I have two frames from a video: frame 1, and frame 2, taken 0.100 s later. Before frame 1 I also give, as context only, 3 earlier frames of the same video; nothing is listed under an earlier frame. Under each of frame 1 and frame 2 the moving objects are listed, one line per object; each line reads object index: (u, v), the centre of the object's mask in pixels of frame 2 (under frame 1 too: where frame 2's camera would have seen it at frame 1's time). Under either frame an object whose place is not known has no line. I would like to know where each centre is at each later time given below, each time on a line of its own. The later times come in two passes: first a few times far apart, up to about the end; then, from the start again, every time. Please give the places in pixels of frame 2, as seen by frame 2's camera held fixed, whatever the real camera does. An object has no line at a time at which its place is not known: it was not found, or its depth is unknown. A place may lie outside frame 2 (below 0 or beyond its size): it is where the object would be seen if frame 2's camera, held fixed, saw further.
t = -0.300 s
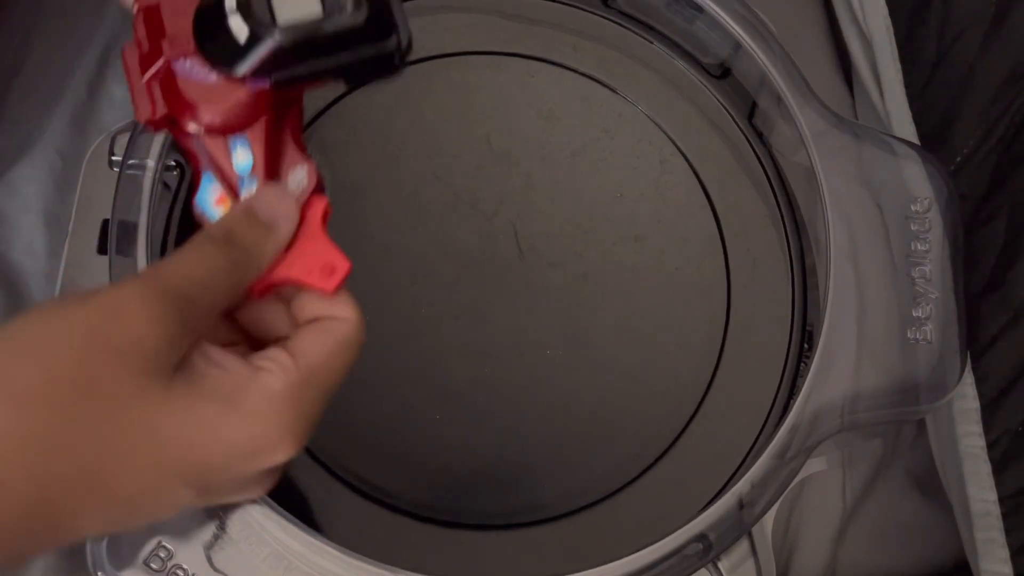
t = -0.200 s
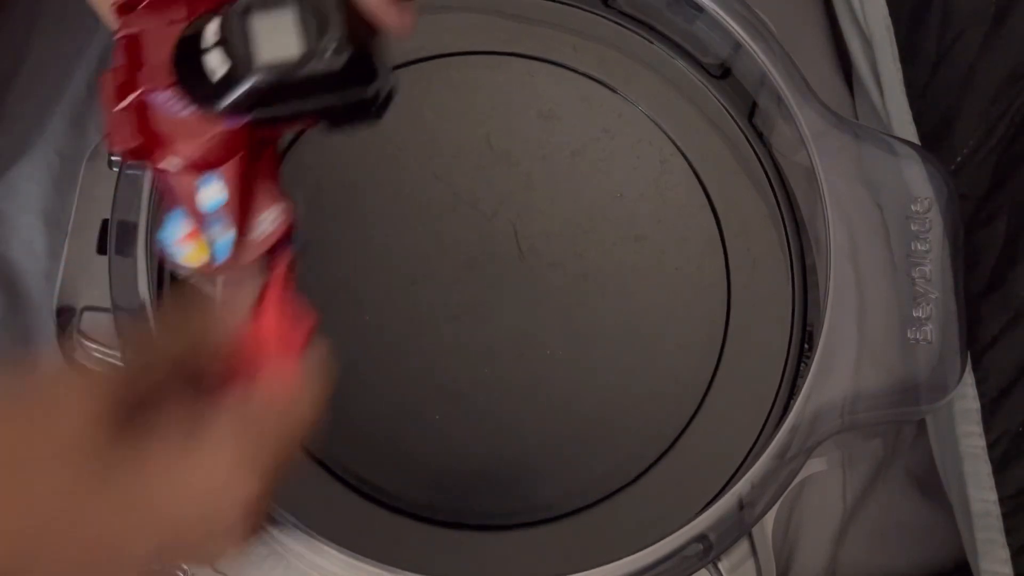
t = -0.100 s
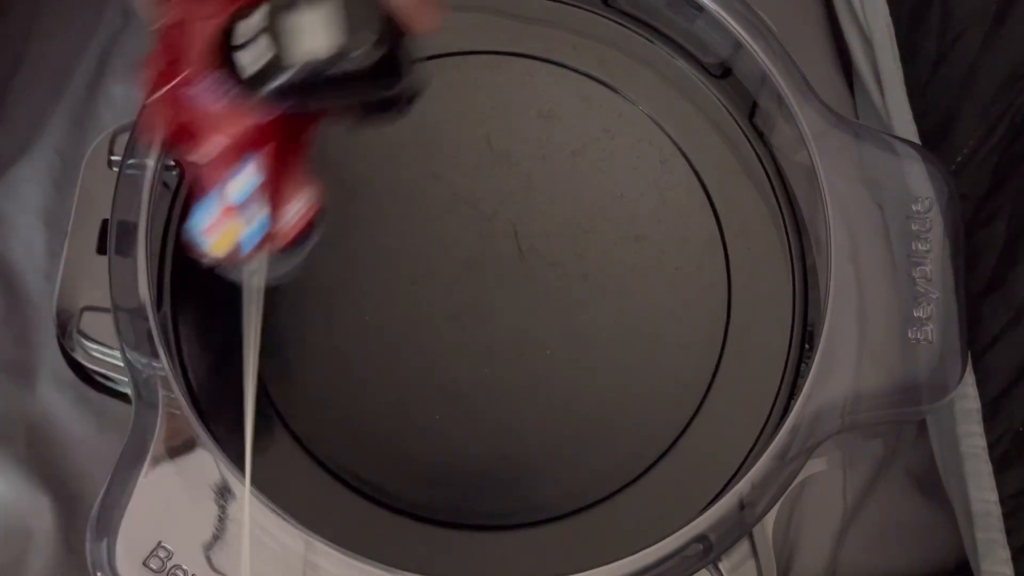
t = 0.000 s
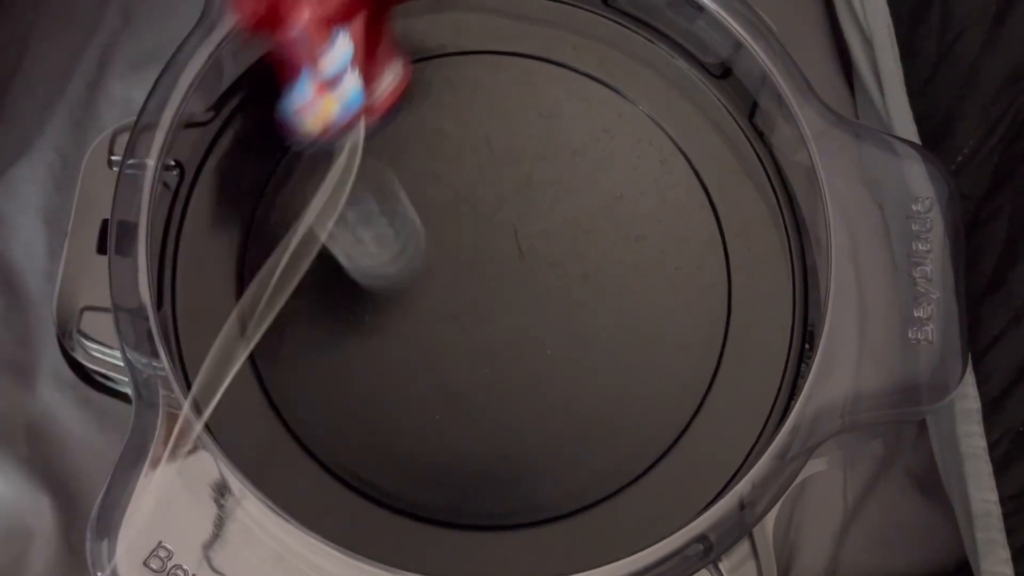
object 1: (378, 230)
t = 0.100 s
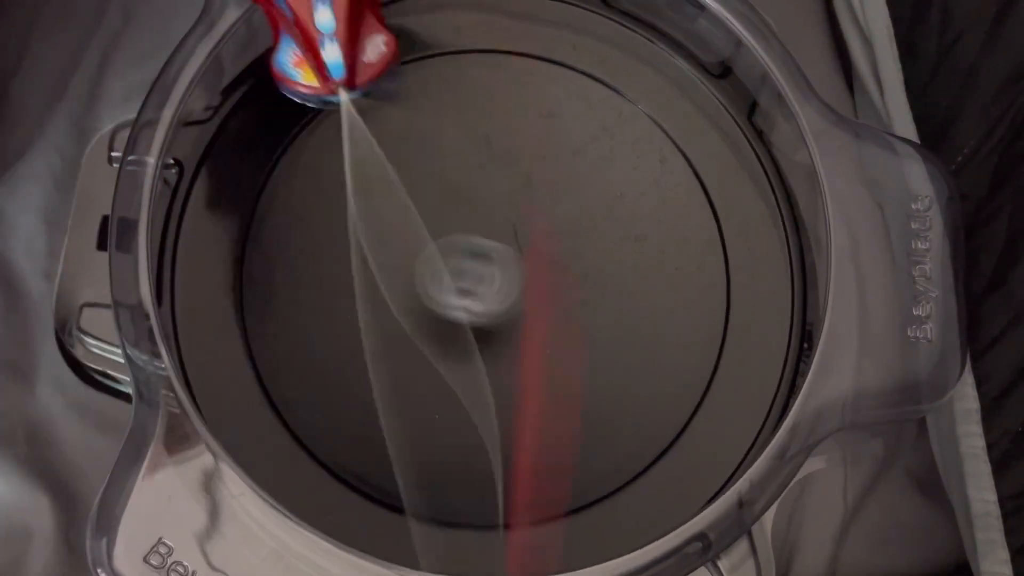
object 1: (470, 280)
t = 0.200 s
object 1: (581, 311)
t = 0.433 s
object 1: (664, 276)
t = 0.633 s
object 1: (566, 220)
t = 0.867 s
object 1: (456, 247)
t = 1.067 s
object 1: (431, 318)
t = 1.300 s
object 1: (492, 349)
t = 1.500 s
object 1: (519, 310)
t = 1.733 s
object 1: (508, 288)
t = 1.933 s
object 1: (492, 278)
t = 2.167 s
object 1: (488, 267)
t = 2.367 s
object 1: (493, 261)
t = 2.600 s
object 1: (499, 253)
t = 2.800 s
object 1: (505, 248)
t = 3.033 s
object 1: (515, 244)
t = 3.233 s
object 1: (523, 245)
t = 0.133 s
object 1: (509, 294)
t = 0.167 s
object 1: (545, 307)
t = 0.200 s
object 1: (581, 311)
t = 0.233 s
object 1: (614, 315)
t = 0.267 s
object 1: (641, 317)
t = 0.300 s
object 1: (662, 315)
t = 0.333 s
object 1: (673, 309)
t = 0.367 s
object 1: (677, 300)
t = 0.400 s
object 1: (673, 288)
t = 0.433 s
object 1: (664, 276)
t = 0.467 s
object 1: (652, 262)
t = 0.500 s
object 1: (637, 250)
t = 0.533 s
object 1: (620, 239)
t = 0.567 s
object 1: (603, 230)
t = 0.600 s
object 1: (585, 224)
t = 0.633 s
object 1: (566, 220)
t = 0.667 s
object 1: (549, 218)
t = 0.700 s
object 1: (530, 218)
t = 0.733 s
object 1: (513, 220)
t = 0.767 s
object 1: (497, 224)
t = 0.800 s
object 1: (481, 230)
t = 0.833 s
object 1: (468, 238)
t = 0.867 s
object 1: (456, 247)
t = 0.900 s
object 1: (446, 257)
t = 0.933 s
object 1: (438, 269)
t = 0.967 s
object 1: (433, 281)
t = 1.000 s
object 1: (430, 294)
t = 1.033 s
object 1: (429, 306)
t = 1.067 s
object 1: (431, 318)
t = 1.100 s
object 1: (436, 329)
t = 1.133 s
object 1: (443, 338)
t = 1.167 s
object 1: (452, 345)
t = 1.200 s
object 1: (461, 350)
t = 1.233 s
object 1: (472, 352)
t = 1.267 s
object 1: (482, 352)
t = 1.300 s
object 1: (492, 349)
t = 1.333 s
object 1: (501, 344)
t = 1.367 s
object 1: (508, 337)
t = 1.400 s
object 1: (513, 330)
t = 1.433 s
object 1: (516, 322)
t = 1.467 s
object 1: (518, 316)
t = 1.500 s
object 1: (519, 310)
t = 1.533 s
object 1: (519, 305)
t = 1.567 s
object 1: (519, 300)
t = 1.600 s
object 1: (518, 297)
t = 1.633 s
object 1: (516, 294)
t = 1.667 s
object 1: (514, 292)
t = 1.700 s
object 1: (511, 289)
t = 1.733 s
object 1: (508, 288)
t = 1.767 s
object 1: (505, 286)
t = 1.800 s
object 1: (502, 284)
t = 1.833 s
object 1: (500, 283)
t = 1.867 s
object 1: (497, 281)
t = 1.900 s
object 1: (495, 280)
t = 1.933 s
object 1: (492, 278)
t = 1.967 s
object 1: (490, 276)
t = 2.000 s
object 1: (489, 274)
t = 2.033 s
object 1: (488, 273)
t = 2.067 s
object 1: (487, 271)
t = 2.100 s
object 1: (487, 269)
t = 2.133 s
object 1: (487, 268)
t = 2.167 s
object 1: (488, 267)
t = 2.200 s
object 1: (488, 265)
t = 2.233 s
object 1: (489, 264)
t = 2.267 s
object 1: (490, 263)
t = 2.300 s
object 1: (491, 262)
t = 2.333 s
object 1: (492, 262)
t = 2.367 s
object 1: (493, 261)
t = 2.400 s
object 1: (493, 260)
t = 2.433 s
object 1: (494, 259)
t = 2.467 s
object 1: (495, 258)
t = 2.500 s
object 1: (496, 257)
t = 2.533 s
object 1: (497, 256)
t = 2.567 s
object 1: (498, 255)
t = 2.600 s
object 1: (499, 253)
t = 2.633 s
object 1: (500, 252)
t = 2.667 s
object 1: (501, 251)
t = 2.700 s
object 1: (502, 250)
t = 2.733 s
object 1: (503, 250)
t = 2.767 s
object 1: (504, 249)
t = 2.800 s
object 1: (505, 248)
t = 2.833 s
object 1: (506, 247)
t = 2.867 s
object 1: (507, 247)
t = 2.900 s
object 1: (509, 246)
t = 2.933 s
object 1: (510, 246)
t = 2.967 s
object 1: (511, 245)
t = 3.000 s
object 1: (513, 245)
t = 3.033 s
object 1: (515, 244)
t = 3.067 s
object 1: (516, 244)
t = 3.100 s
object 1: (517, 244)
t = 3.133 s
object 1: (518, 244)
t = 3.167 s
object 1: (520, 244)
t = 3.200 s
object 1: (521, 244)
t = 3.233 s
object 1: (523, 245)
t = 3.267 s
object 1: (525, 245)
